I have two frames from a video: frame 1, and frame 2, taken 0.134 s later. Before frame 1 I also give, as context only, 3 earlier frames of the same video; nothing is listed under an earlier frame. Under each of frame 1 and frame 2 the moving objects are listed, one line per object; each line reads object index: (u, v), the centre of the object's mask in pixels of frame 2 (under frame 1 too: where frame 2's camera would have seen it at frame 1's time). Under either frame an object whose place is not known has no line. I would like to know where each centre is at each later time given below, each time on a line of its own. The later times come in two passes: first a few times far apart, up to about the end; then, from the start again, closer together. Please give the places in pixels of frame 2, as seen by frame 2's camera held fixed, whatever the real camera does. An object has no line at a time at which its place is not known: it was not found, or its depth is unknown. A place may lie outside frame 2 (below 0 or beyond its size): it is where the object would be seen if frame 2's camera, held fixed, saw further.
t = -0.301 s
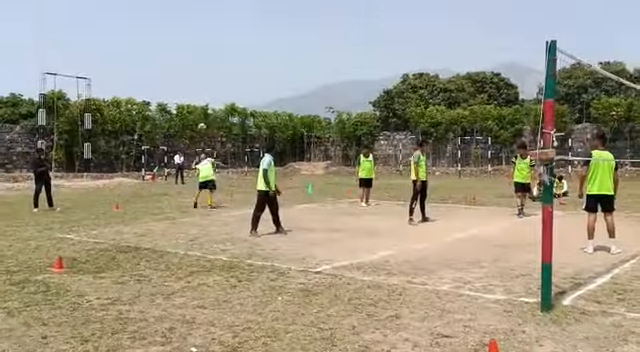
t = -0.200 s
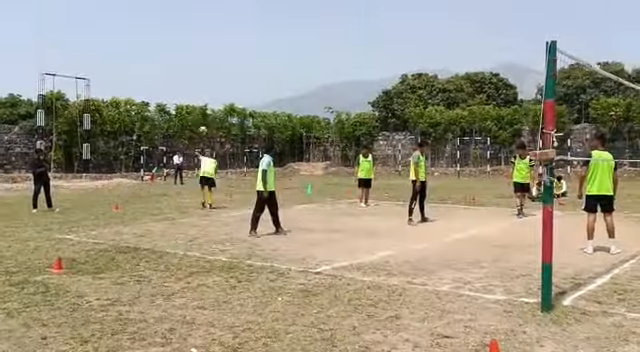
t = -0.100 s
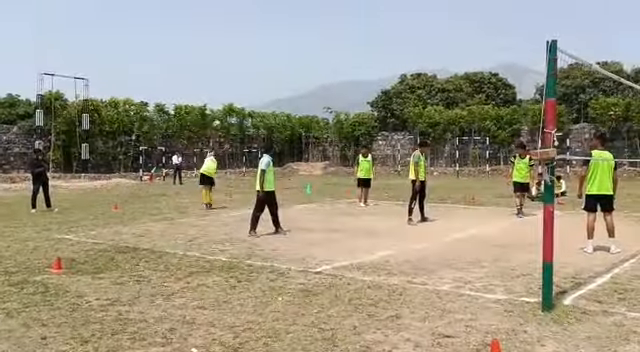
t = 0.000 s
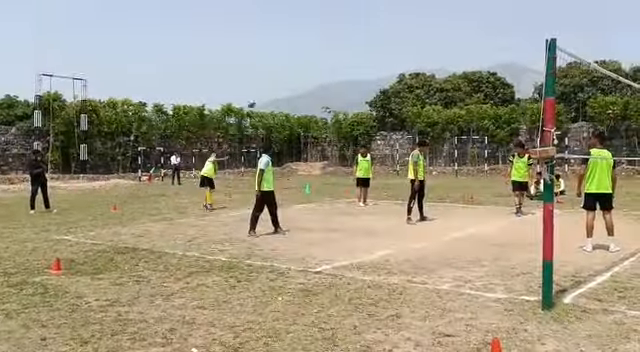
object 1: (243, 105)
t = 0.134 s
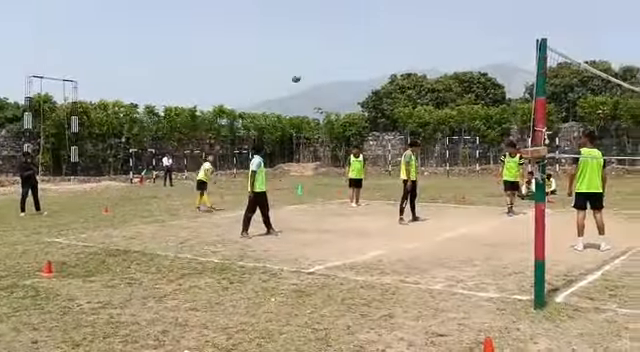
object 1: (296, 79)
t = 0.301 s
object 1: (374, 50)
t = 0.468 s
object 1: (472, 33)
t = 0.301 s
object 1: (374, 50)
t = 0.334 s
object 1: (392, 46)
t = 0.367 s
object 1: (410, 42)
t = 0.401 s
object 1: (429, 39)
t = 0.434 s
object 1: (450, 35)
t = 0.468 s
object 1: (472, 33)
